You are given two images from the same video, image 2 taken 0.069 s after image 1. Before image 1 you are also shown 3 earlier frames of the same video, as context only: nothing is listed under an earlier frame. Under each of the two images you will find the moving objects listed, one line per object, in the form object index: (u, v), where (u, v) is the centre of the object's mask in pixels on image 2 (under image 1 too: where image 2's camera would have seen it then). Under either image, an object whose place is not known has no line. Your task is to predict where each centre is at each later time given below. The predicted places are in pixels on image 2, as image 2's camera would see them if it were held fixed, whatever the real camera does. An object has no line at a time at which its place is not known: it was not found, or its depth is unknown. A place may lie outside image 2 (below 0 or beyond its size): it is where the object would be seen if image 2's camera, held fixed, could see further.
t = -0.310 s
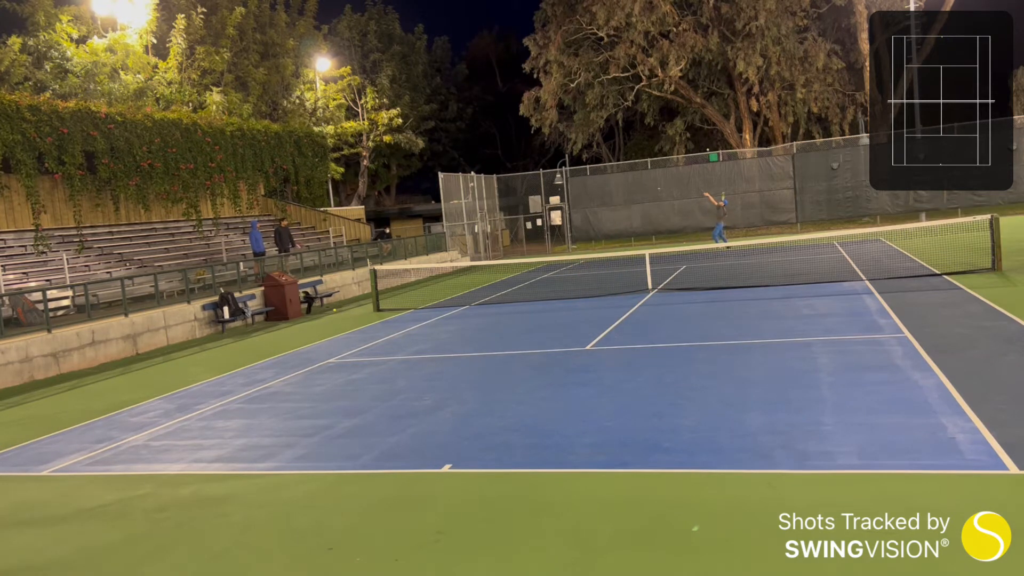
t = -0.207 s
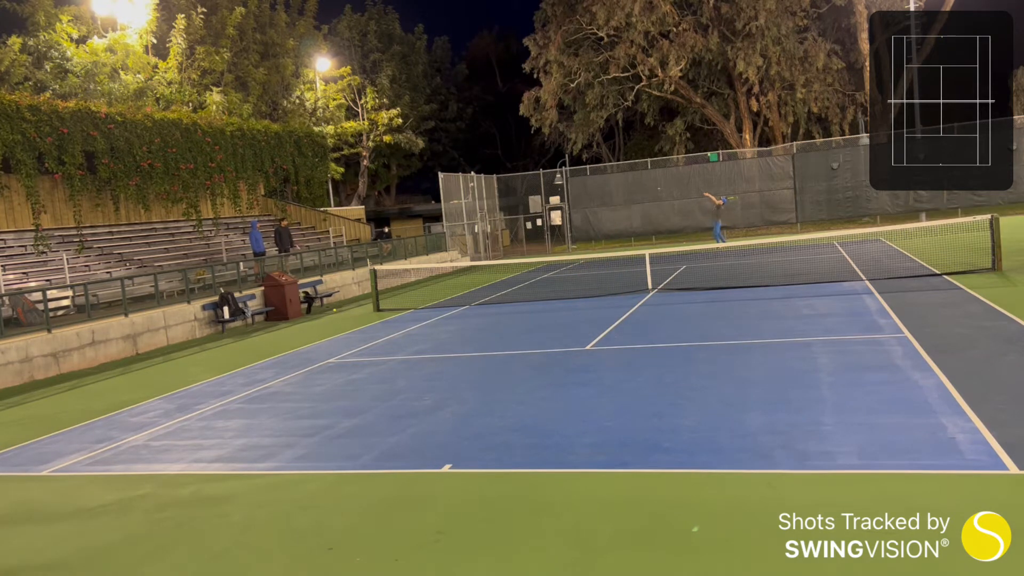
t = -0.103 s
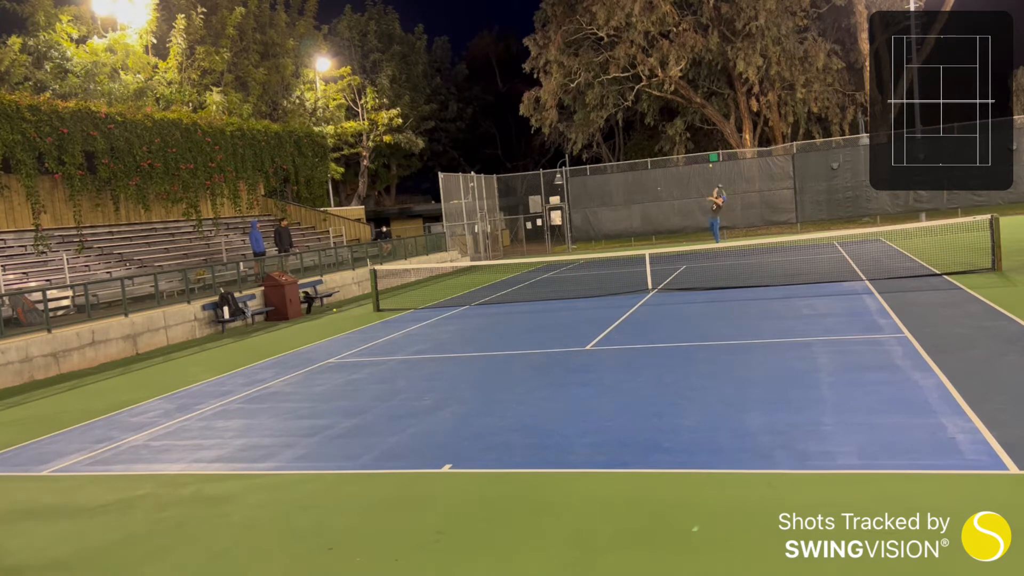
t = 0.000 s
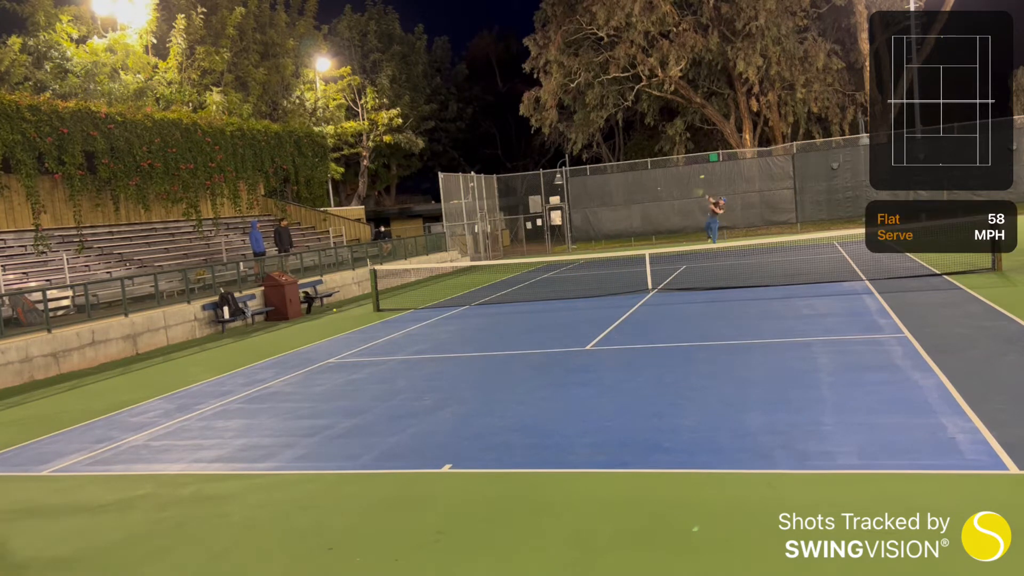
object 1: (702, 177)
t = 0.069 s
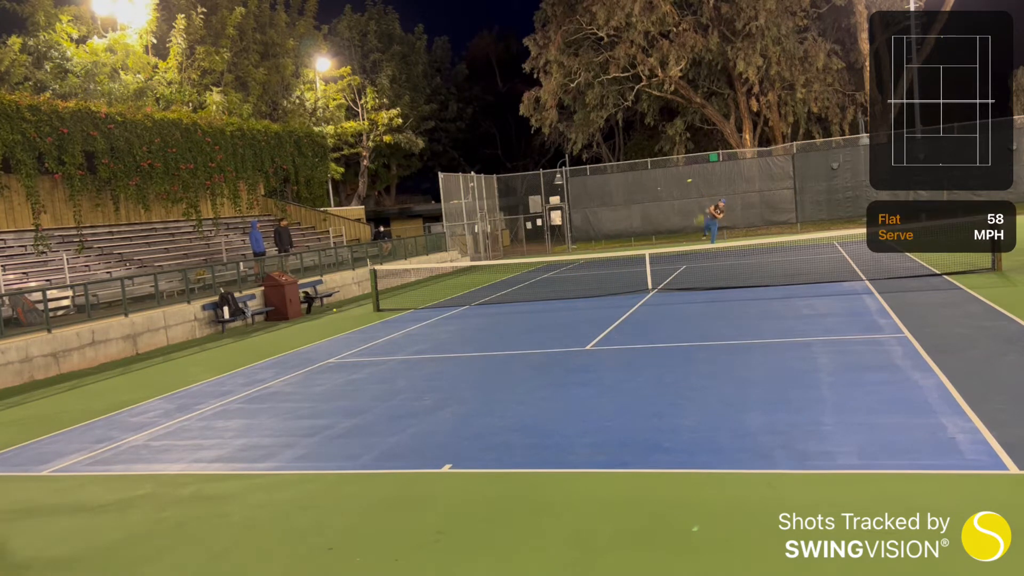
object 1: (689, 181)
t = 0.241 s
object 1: (654, 199)
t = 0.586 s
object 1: (572, 282)
